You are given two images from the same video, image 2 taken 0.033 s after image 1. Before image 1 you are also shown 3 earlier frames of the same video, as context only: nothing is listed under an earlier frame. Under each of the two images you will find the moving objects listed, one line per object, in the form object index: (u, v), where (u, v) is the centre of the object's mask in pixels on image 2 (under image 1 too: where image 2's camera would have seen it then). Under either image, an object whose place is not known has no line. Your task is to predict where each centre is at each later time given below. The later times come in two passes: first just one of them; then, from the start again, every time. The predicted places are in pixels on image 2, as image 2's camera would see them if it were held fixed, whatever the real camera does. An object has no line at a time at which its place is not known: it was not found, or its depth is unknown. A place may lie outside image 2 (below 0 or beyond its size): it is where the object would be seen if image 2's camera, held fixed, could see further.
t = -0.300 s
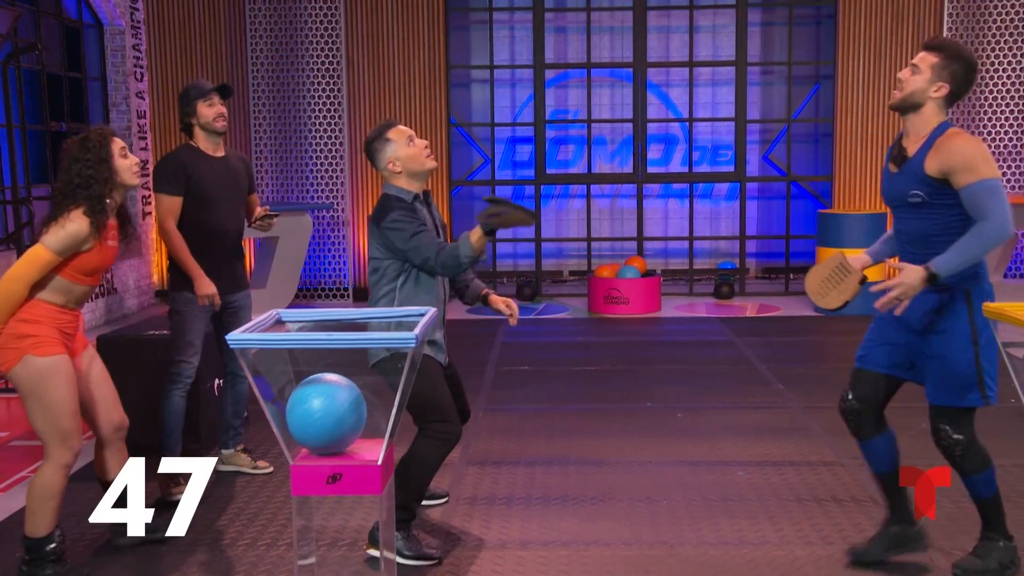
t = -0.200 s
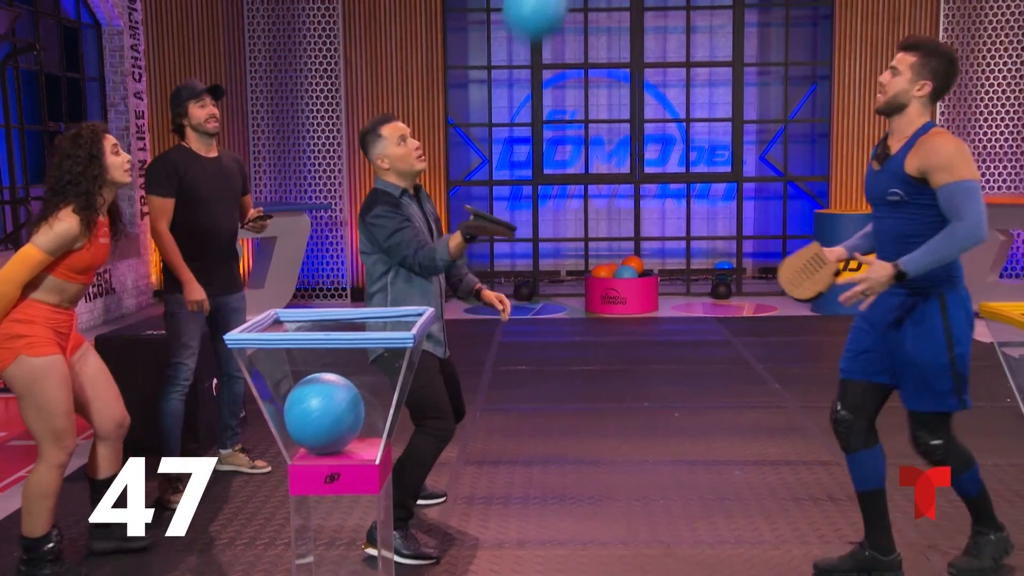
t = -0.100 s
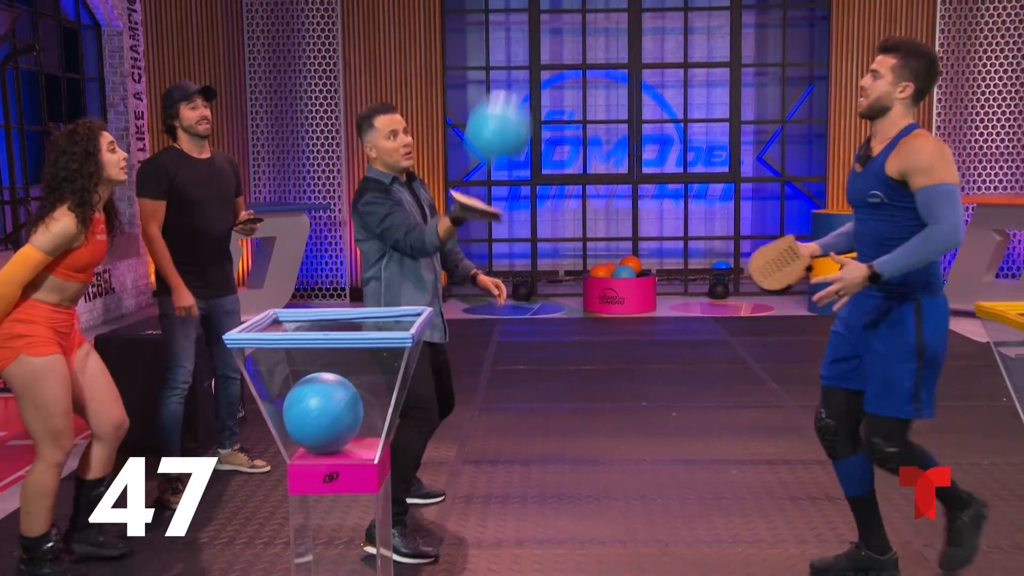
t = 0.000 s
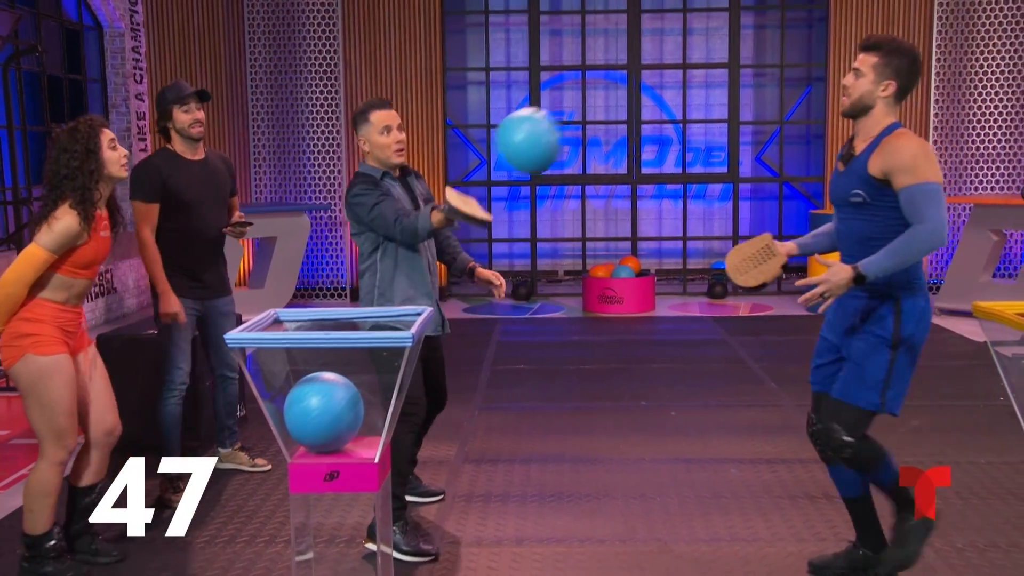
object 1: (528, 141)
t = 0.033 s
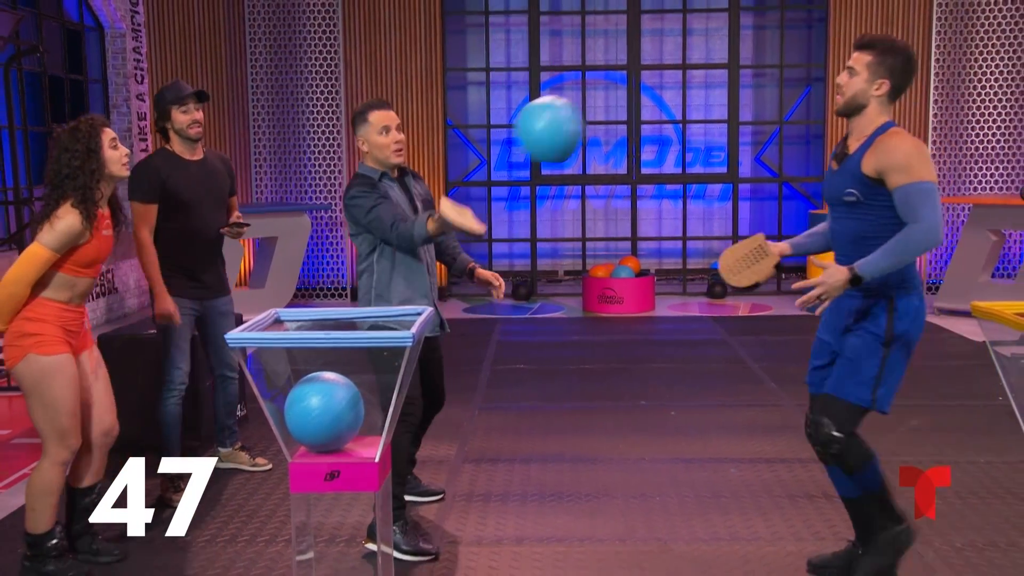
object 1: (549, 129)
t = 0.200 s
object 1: (660, 114)
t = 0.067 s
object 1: (569, 120)
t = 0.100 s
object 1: (593, 114)
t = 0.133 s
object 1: (614, 111)
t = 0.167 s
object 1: (636, 110)
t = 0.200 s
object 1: (660, 114)
